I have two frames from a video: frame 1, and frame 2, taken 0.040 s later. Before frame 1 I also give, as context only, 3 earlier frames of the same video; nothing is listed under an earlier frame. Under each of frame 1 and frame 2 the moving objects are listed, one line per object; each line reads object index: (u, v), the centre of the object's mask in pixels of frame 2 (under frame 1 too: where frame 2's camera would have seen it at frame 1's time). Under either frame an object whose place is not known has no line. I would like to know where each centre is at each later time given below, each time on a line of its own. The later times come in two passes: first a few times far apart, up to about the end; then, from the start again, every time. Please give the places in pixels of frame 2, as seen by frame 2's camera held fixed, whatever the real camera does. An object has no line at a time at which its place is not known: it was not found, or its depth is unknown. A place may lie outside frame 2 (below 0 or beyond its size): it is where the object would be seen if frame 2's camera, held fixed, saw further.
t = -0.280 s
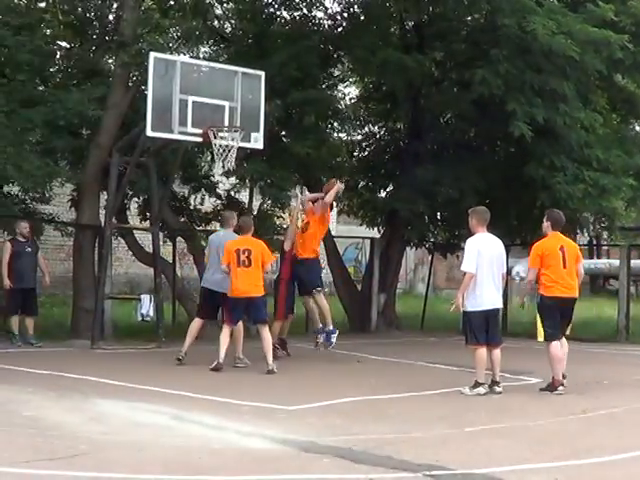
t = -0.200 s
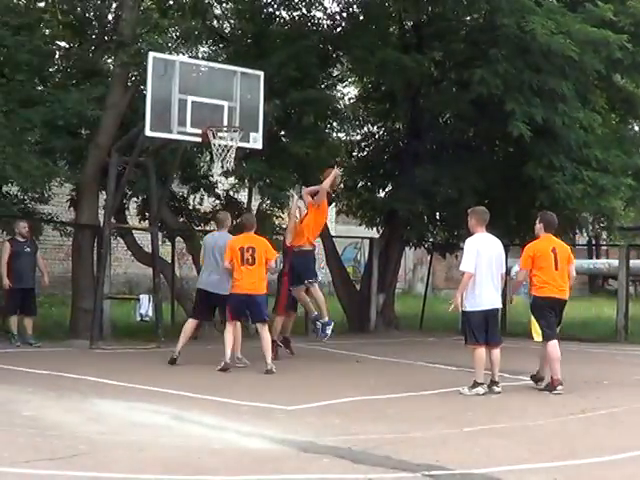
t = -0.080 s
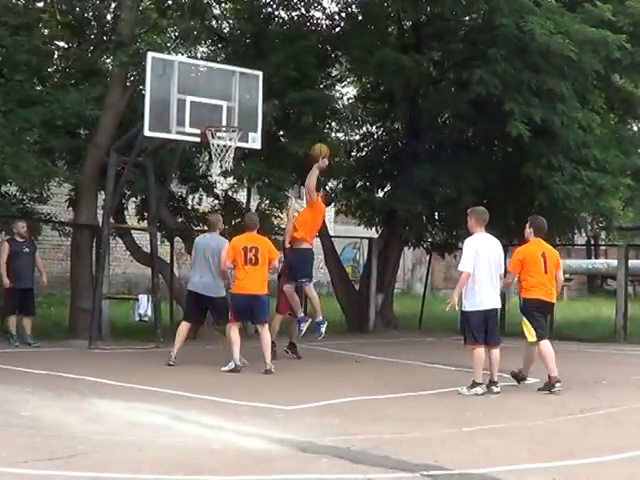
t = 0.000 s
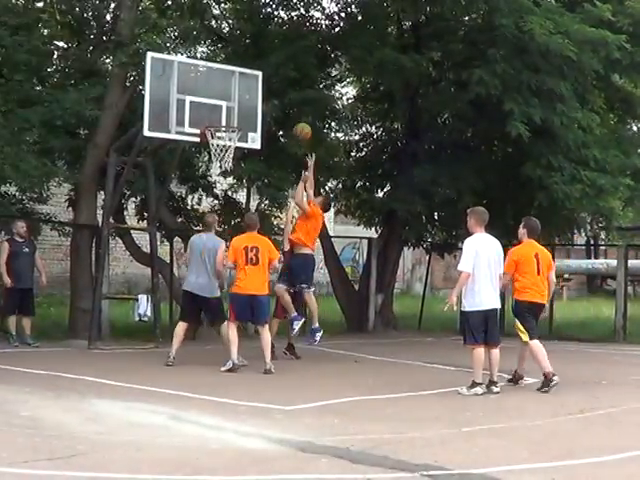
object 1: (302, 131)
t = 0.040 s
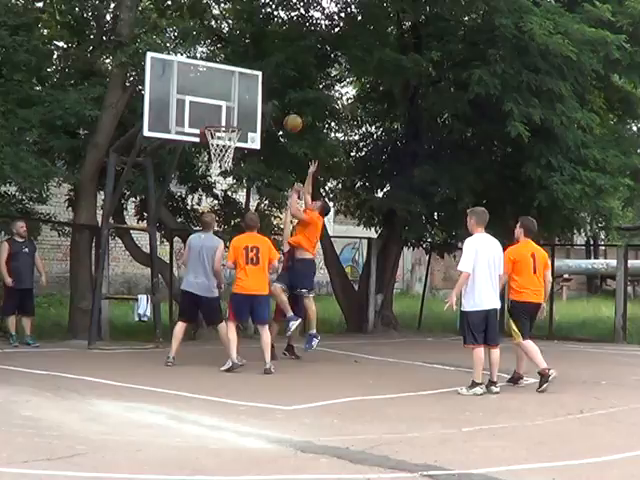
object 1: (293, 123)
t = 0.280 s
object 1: (236, 97)
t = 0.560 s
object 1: (202, 115)
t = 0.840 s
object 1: (183, 112)
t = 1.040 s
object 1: (168, 141)
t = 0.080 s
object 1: (283, 115)
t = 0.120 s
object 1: (276, 109)
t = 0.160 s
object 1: (265, 104)
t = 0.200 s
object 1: (257, 101)
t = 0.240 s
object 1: (246, 99)
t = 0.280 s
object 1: (236, 97)
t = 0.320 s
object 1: (228, 96)
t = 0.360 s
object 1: (218, 97)
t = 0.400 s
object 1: (213, 98)
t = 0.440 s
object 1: (211, 100)
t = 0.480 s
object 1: (208, 103)
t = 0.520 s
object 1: (205, 108)
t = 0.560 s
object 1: (202, 115)
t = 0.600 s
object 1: (201, 117)
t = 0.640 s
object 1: (199, 114)
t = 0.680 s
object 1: (195, 110)
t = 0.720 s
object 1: (192, 108)
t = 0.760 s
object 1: (188, 109)
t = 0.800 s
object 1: (186, 109)
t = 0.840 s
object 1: (183, 112)
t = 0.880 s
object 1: (180, 115)
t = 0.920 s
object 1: (177, 119)
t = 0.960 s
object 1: (172, 125)
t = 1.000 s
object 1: (171, 133)
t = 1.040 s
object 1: (168, 141)
